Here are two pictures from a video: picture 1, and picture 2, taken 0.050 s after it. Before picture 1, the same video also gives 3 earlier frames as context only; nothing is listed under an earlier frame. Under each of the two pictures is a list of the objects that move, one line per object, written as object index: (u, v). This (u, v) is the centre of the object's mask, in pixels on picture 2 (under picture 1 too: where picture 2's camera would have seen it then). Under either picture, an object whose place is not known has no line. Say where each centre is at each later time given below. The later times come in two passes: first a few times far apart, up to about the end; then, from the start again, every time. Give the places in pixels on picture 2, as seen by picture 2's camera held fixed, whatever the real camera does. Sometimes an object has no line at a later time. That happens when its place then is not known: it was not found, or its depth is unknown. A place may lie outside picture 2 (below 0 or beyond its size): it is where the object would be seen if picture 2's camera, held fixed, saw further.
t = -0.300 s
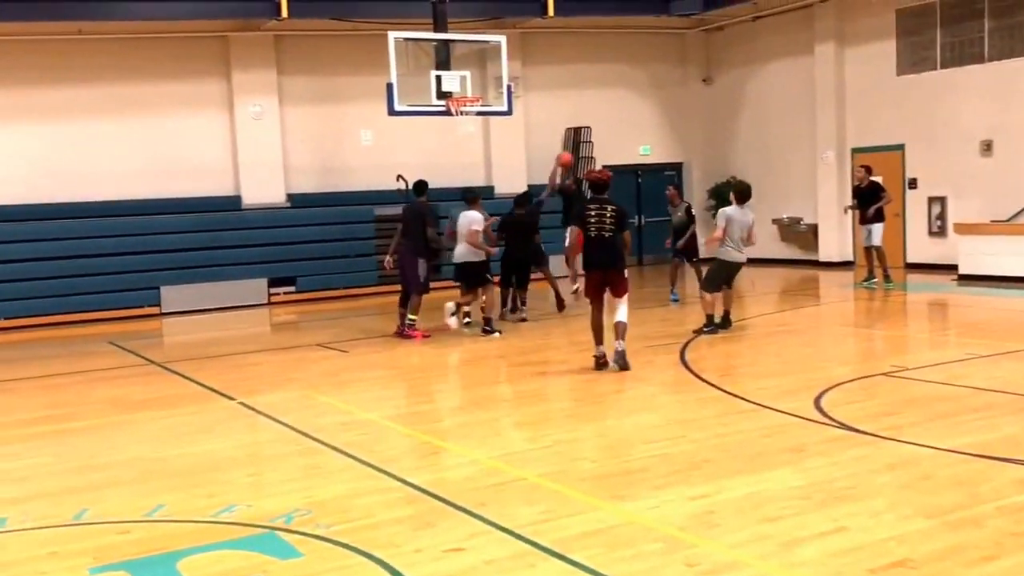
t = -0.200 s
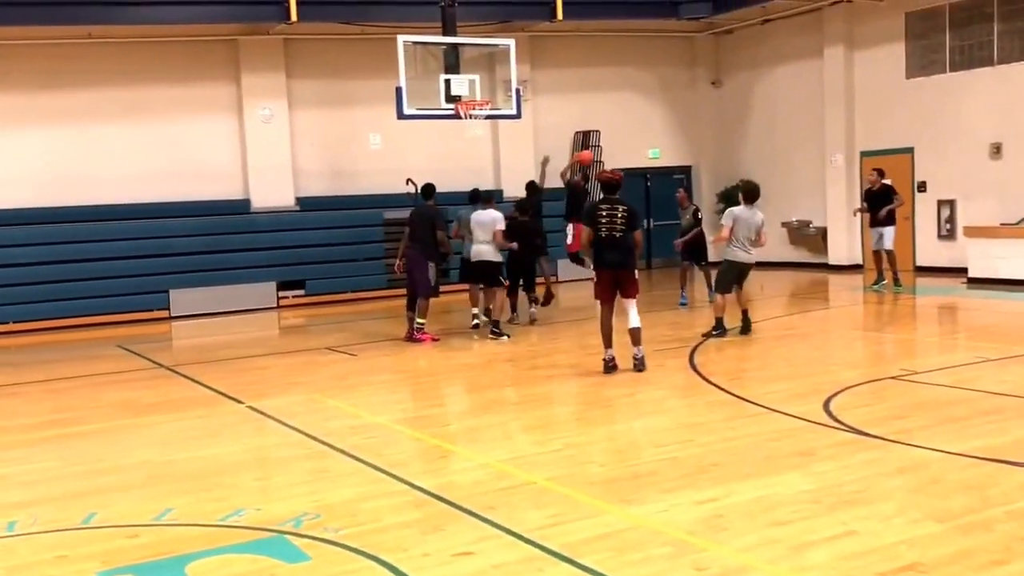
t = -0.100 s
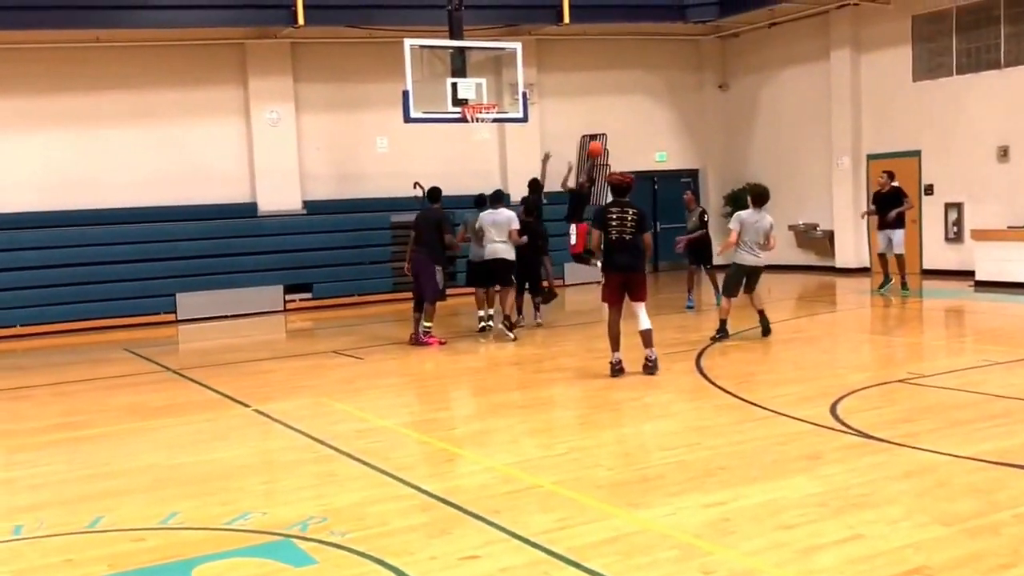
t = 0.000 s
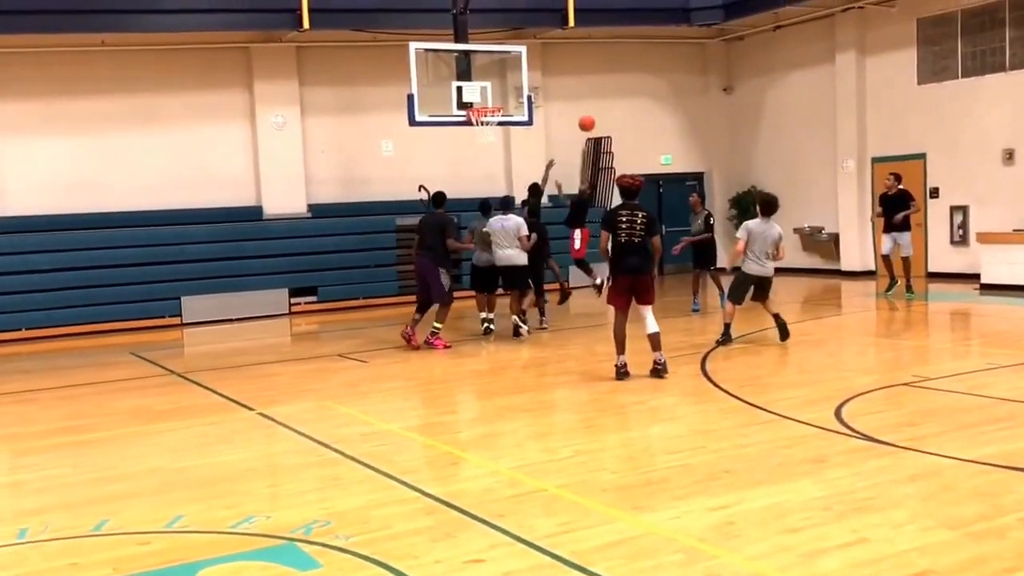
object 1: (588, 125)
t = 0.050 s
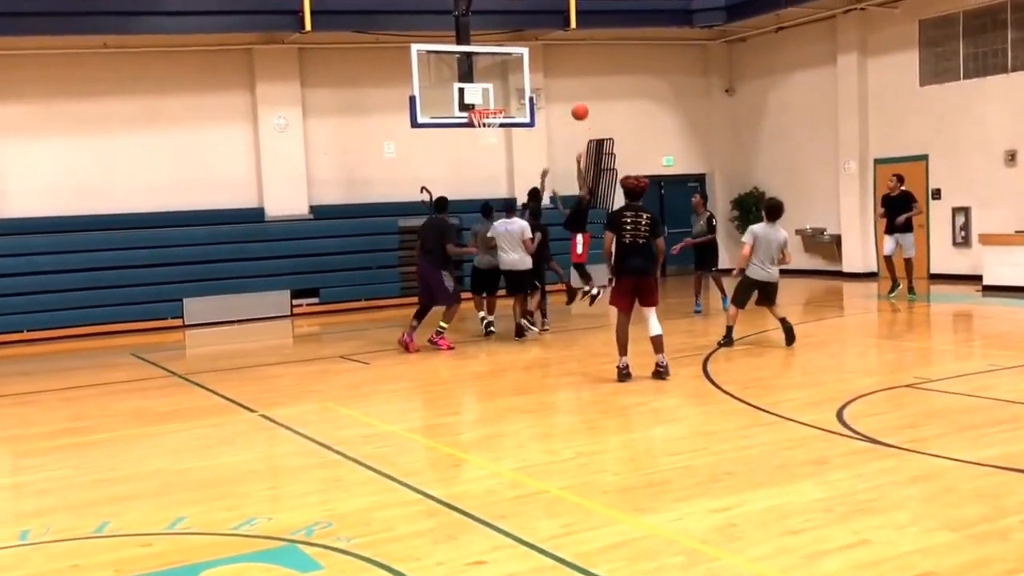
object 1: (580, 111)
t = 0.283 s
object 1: (539, 71)
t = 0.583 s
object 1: (489, 72)
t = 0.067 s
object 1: (577, 108)
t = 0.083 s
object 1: (574, 104)
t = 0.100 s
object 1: (571, 100)
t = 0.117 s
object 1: (568, 97)
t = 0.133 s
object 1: (565, 94)
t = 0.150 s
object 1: (562, 91)
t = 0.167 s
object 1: (559, 87)
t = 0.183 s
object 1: (556, 85)
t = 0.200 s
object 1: (553, 82)
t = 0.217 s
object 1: (551, 80)
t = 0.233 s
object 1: (548, 77)
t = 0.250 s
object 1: (545, 75)
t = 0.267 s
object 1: (542, 73)
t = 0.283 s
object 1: (539, 71)
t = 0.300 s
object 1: (537, 70)
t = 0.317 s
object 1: (534, 68)
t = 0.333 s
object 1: (531, 68)
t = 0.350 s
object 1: (529, 67)
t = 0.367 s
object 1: (525, 65)
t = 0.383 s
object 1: (522, 64)
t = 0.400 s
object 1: (519, 64)
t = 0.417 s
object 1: (516, 64)
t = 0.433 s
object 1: (515, 64)
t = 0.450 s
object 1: (513, 64)
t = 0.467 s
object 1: (511, 64)
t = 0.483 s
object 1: (509, 65)
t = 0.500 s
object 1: (505, 65)
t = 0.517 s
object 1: (501, 66)
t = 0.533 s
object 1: (497, 68)
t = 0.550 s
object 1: (494, 69)
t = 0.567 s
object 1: (492, 70)
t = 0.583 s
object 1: (489, 72)
